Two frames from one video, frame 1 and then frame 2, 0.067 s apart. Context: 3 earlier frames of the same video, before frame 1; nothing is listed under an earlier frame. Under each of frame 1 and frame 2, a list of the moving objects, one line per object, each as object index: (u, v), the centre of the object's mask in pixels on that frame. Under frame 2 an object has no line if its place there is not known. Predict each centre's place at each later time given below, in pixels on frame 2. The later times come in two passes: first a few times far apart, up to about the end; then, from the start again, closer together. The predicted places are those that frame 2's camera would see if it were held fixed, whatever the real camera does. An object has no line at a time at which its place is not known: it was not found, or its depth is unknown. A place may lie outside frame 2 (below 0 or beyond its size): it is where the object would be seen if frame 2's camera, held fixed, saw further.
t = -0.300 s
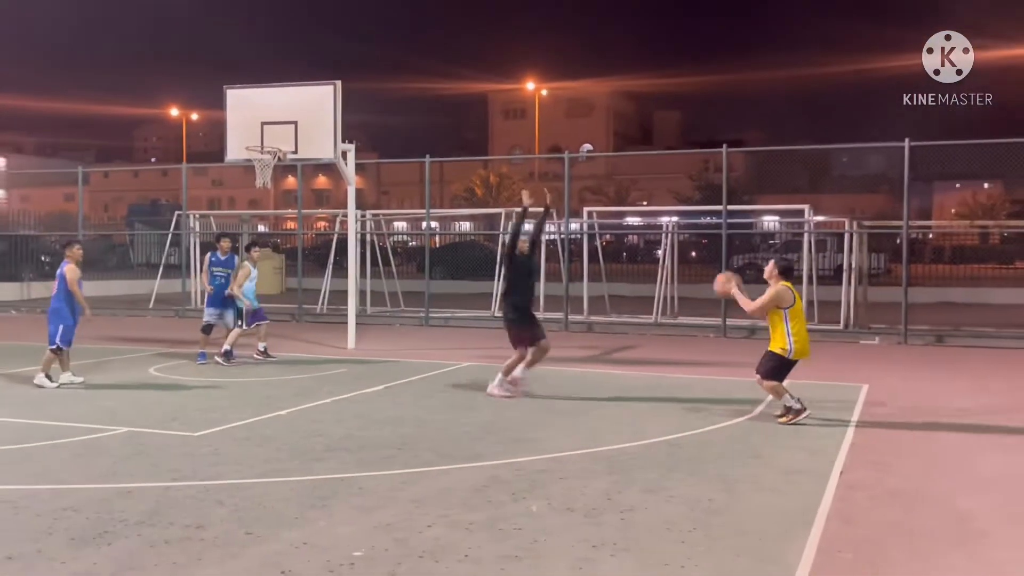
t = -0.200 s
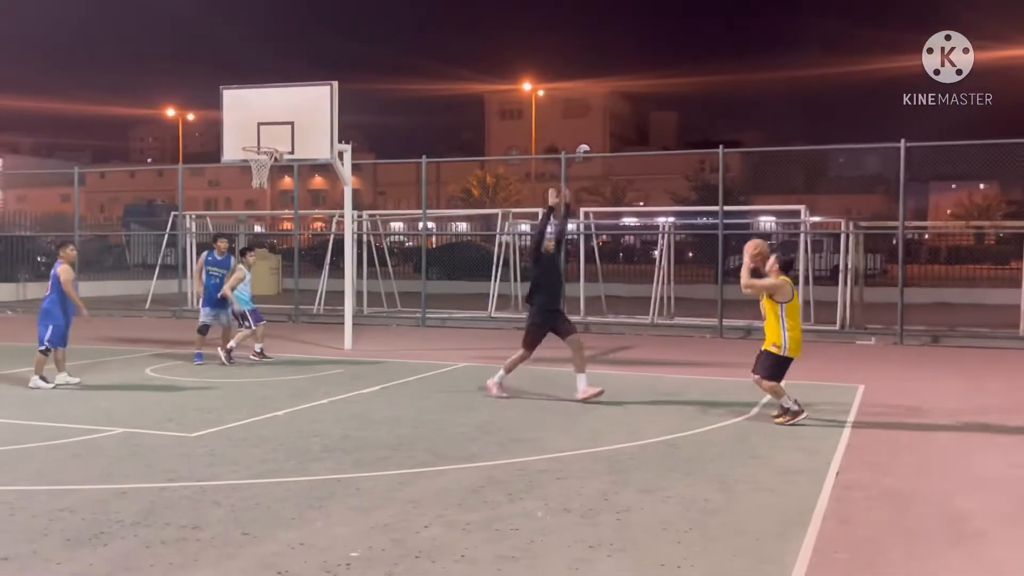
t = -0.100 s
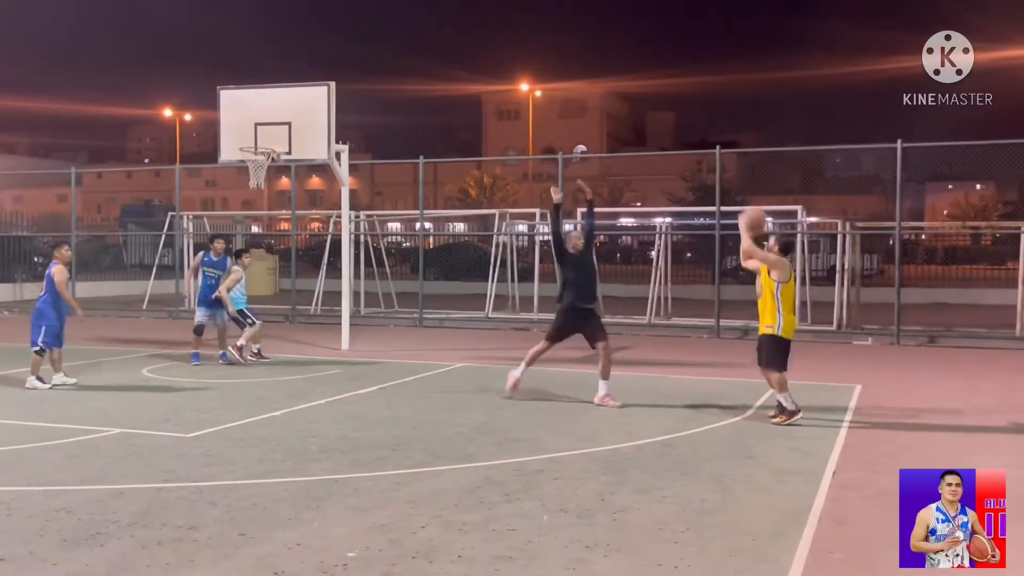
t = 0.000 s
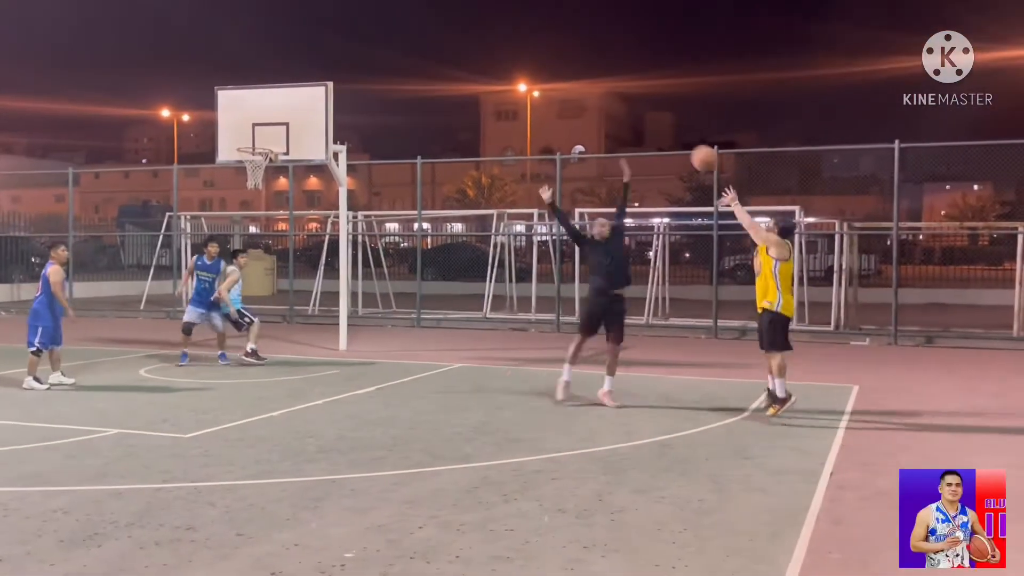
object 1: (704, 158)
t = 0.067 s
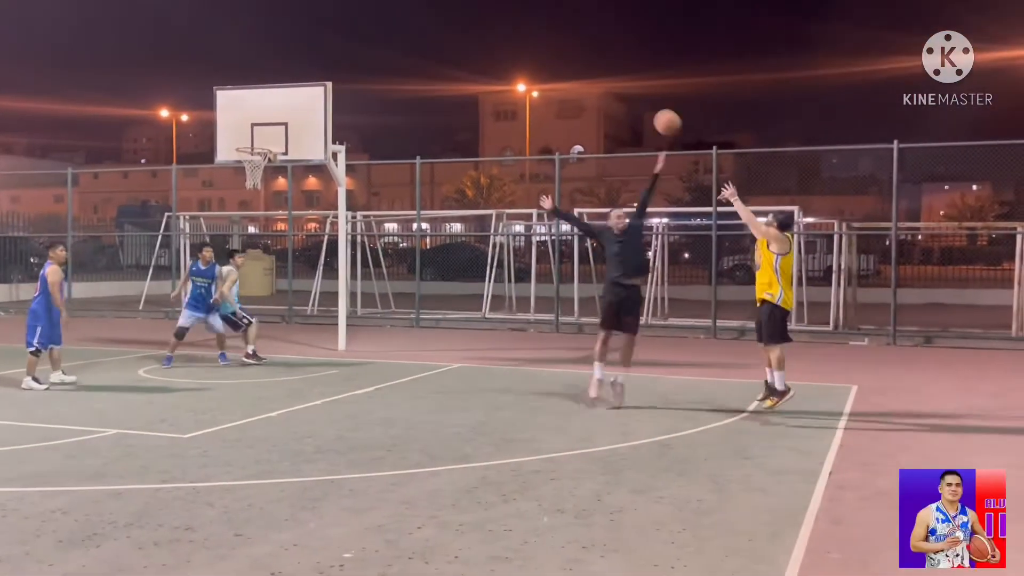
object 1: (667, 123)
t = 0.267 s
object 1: (570, 47)
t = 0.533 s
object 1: (461, 12)
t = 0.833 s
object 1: (359, 45)
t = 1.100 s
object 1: (281, 125)
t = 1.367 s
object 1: (217, 132)
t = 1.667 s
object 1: (156, 174)
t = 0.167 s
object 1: (617, 79)
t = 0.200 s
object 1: (601, 67)
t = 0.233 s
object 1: (585, 57)
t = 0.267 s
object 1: (570, 47)
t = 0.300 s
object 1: (555, 39)
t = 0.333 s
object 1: (541, 32)
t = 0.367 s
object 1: (527, 26)
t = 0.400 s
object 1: (513, 21)
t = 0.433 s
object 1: (500, 17)
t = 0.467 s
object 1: (487, 15)
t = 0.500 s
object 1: (474, 13)
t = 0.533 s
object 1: (461, 12)
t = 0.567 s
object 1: (449, 12)
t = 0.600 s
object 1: (437, 13)
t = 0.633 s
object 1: (425, 15)
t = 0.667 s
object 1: (413, 18)
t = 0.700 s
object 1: (402, 22)
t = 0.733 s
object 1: (391, 26)
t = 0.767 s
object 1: (380, 32)
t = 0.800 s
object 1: (369, 38)
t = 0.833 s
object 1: (359, 45)
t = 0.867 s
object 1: (348, 53)
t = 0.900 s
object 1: (338, 61)
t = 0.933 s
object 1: (328, 70)
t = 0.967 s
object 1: (318, 79)
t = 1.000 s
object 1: (308, 90)
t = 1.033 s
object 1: (299, 102)
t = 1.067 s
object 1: (290, 113)
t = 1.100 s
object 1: (281, 125)
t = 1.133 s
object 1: (272, 138)
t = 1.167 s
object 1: (264, 140)
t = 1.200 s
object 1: (257, 137)
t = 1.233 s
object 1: (248, 135)
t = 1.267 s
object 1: (241, 132)
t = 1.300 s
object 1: (233, 131)
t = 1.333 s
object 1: (226, 132)
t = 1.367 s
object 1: (217, 132)
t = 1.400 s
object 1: (211, 134)
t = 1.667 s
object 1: (156, 174)
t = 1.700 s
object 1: (150, 182)
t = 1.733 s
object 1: (144, 192)
